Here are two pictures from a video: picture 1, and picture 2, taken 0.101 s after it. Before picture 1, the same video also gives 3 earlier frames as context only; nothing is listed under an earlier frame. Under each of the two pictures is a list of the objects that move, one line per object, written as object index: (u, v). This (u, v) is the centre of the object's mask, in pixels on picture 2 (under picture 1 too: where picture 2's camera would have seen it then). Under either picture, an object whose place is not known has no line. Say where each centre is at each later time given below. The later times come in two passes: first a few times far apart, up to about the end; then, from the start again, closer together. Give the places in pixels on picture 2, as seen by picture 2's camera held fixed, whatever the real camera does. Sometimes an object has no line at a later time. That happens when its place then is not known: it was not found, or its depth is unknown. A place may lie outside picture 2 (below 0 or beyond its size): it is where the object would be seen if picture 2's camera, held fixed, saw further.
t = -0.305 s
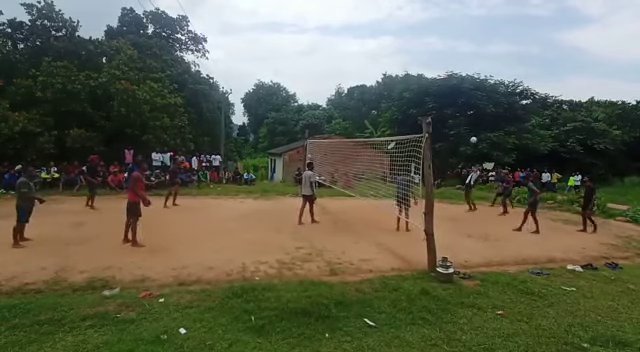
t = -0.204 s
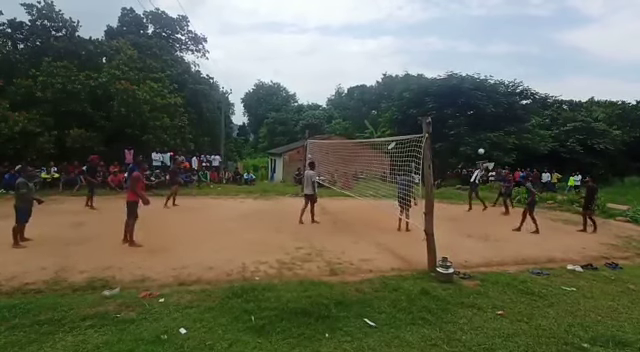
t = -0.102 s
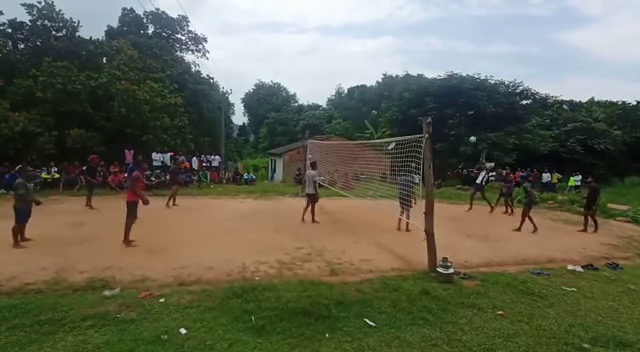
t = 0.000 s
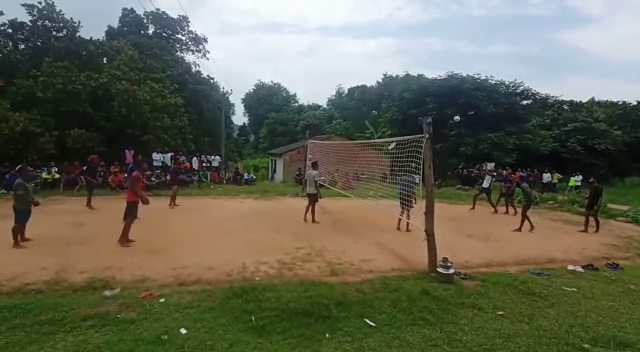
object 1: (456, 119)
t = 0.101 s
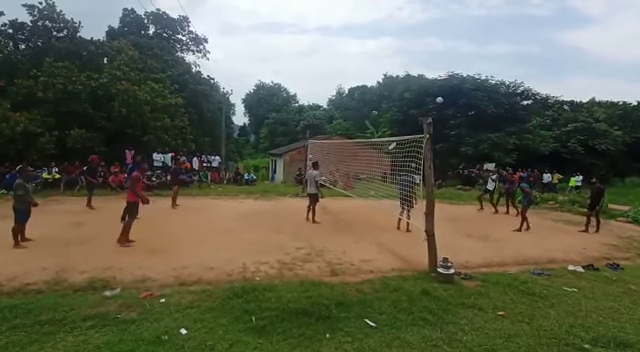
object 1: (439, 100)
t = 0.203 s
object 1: (420, 83)
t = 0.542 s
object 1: (348, 45)
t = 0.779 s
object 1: (289, 39)
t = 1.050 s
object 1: (210, 58)
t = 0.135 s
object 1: (433, 94)
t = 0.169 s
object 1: (427, 89)
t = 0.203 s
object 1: (420, 83)
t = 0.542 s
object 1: (348, 45)
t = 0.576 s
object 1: (340, 43)
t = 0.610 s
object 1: (332, 42)
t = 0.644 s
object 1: (324, 41)
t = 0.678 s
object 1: (316, 40)
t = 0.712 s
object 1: (307, 39)
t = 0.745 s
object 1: (298, 39)
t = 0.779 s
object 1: (289, 39)
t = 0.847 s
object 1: (271, 41)
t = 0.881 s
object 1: (261, 43)
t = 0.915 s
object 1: (251, 45)
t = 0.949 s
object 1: (241, 47)
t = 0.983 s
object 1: (231, 51)
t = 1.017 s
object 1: (220, 54)
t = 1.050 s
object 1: (210, 58)
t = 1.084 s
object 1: (199, 63)
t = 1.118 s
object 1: (187, 67)
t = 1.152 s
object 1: (176, 75)
